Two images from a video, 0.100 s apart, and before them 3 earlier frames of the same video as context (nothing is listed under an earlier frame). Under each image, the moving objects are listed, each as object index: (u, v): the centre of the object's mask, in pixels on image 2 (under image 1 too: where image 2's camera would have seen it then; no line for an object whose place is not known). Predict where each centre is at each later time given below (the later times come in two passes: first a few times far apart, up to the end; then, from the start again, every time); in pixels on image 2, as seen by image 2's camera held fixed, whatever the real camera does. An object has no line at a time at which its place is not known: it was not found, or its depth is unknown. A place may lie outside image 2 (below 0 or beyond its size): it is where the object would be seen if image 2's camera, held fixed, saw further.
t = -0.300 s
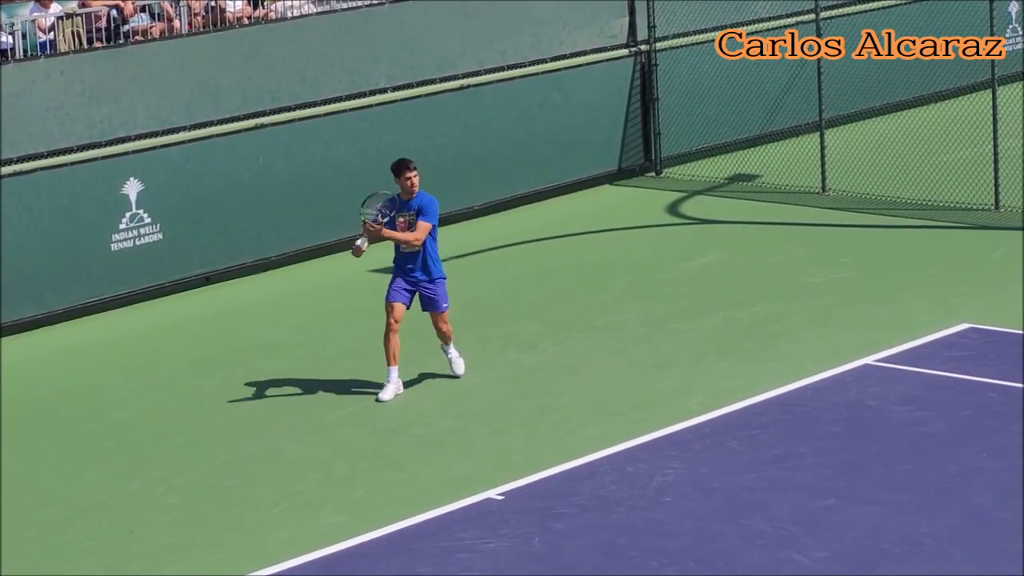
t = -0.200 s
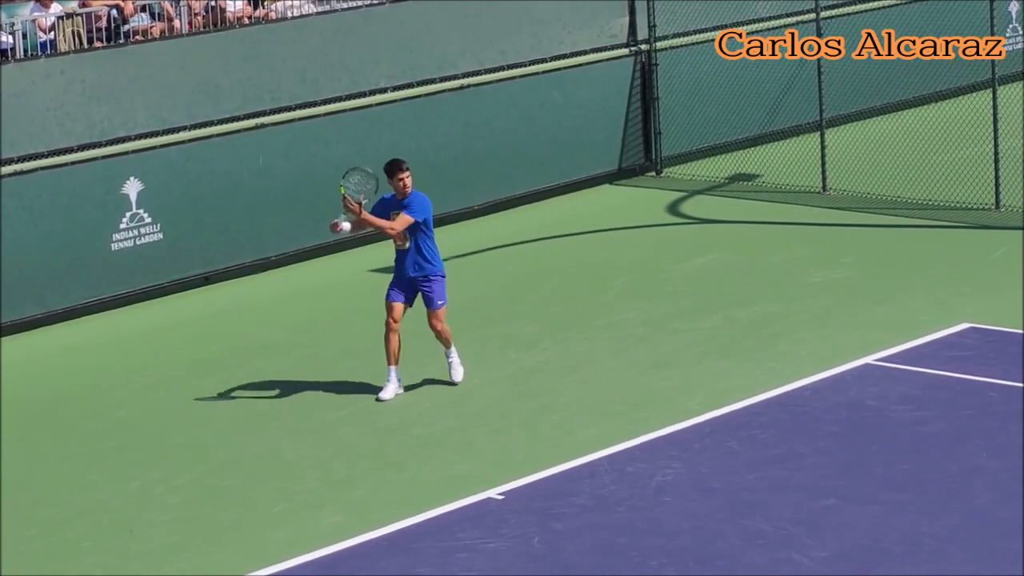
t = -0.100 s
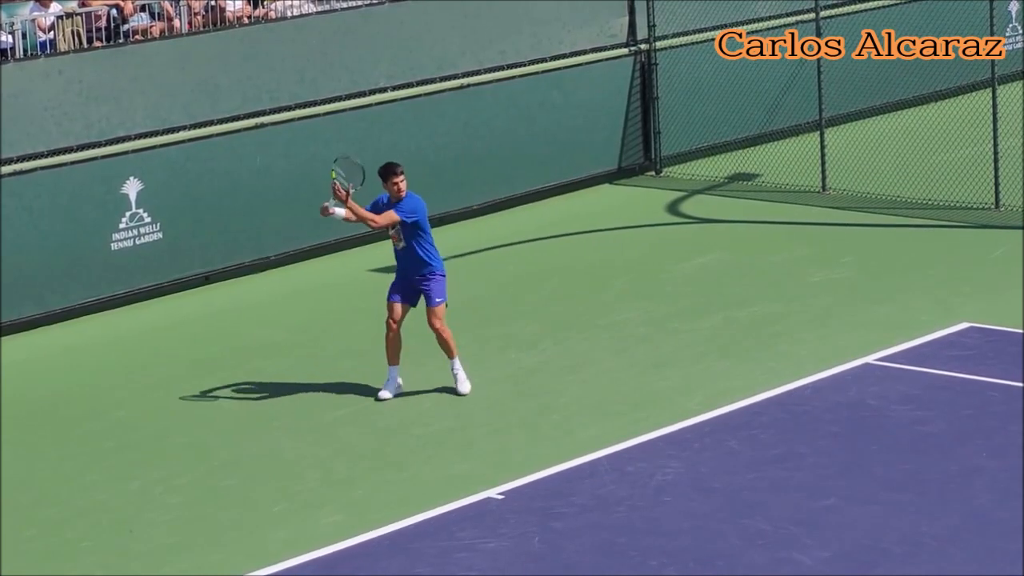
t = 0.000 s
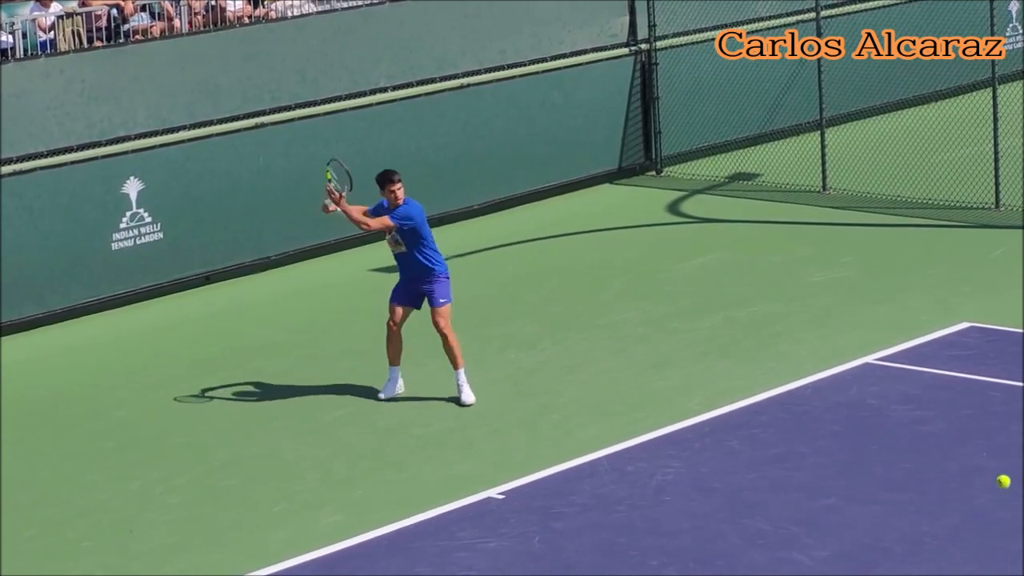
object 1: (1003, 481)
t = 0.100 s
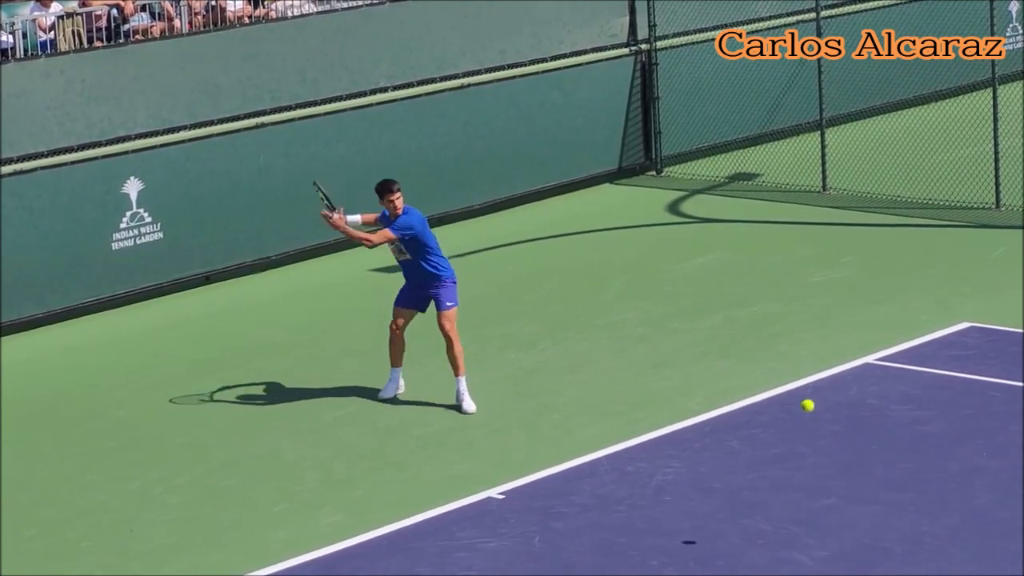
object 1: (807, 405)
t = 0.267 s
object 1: (541, 340)
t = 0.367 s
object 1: (410, 331)
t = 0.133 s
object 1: (749, 386)
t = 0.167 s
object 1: (693, 371)
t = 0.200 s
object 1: (640, 359)
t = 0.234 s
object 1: (589, 348)
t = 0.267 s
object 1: (541, 340)
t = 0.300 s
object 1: (495, 335)
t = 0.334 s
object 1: (452, 332)
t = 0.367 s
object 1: (410, 331)
